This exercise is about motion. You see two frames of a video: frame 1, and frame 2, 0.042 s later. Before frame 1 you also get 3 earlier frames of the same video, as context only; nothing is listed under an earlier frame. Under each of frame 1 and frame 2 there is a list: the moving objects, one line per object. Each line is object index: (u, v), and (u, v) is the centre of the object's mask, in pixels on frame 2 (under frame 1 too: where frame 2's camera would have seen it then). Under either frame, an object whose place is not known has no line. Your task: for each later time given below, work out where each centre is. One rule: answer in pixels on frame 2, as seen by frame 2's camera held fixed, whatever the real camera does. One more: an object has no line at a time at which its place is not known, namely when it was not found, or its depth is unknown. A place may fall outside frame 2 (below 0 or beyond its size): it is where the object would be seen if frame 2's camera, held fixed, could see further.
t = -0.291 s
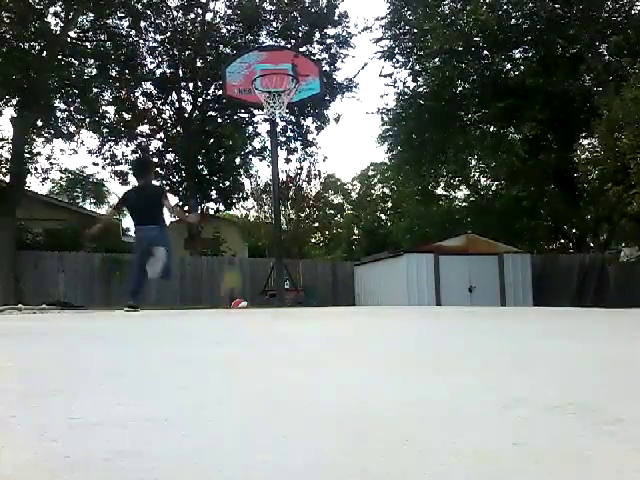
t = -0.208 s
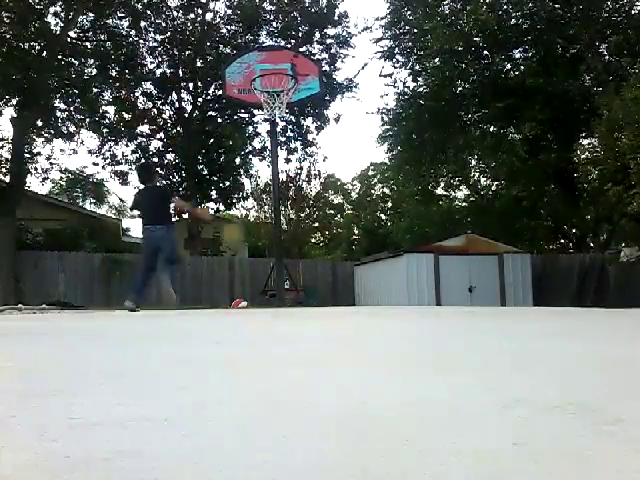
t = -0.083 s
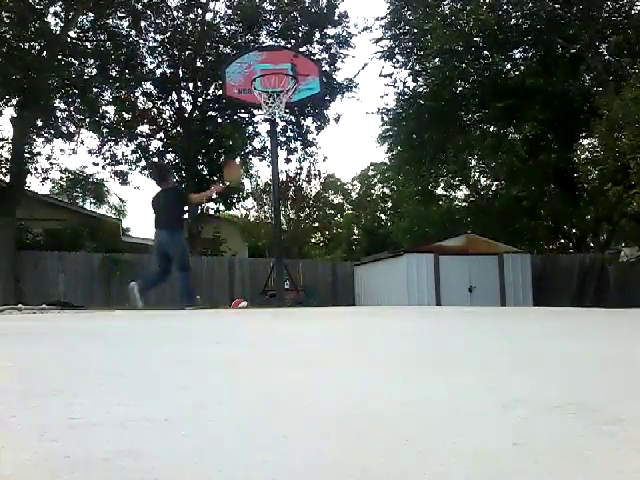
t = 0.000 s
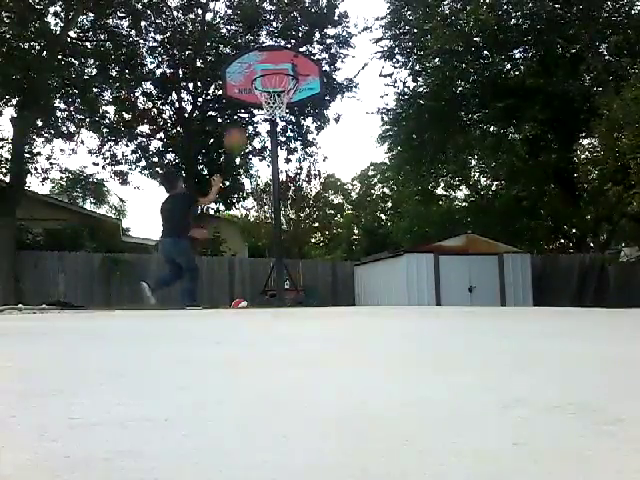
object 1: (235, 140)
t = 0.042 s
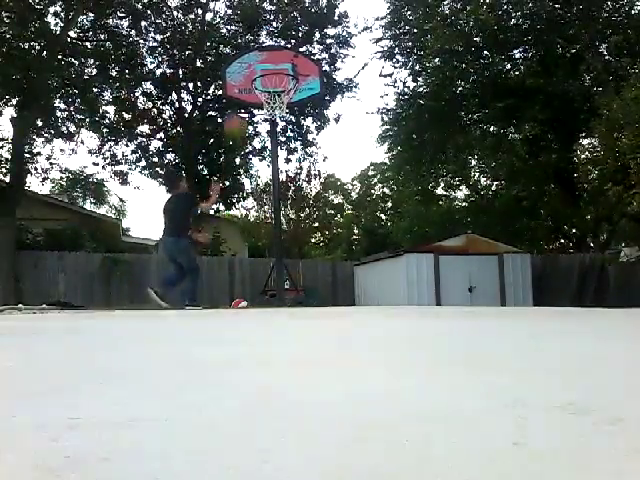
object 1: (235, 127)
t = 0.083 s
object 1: (235, 110)
